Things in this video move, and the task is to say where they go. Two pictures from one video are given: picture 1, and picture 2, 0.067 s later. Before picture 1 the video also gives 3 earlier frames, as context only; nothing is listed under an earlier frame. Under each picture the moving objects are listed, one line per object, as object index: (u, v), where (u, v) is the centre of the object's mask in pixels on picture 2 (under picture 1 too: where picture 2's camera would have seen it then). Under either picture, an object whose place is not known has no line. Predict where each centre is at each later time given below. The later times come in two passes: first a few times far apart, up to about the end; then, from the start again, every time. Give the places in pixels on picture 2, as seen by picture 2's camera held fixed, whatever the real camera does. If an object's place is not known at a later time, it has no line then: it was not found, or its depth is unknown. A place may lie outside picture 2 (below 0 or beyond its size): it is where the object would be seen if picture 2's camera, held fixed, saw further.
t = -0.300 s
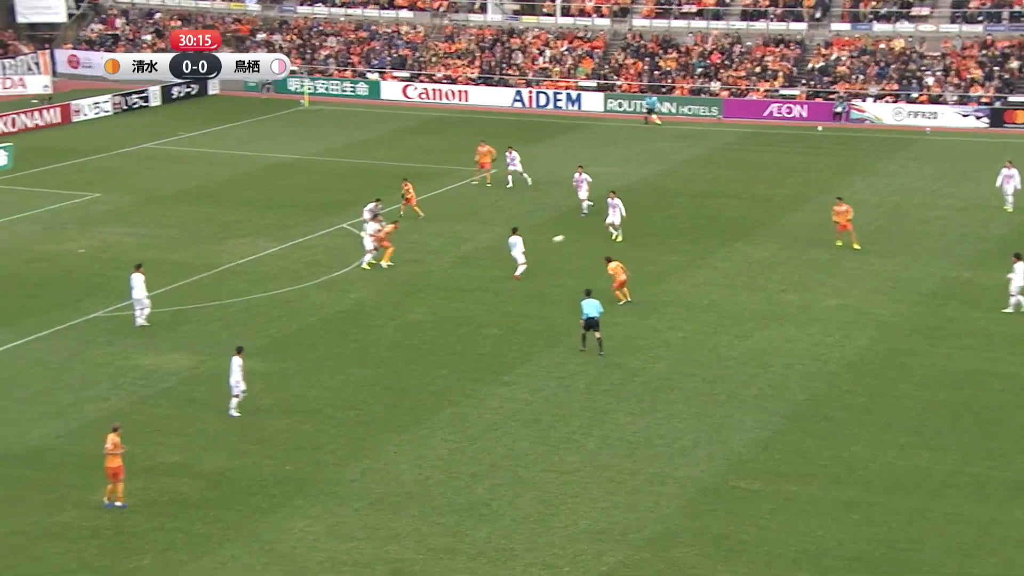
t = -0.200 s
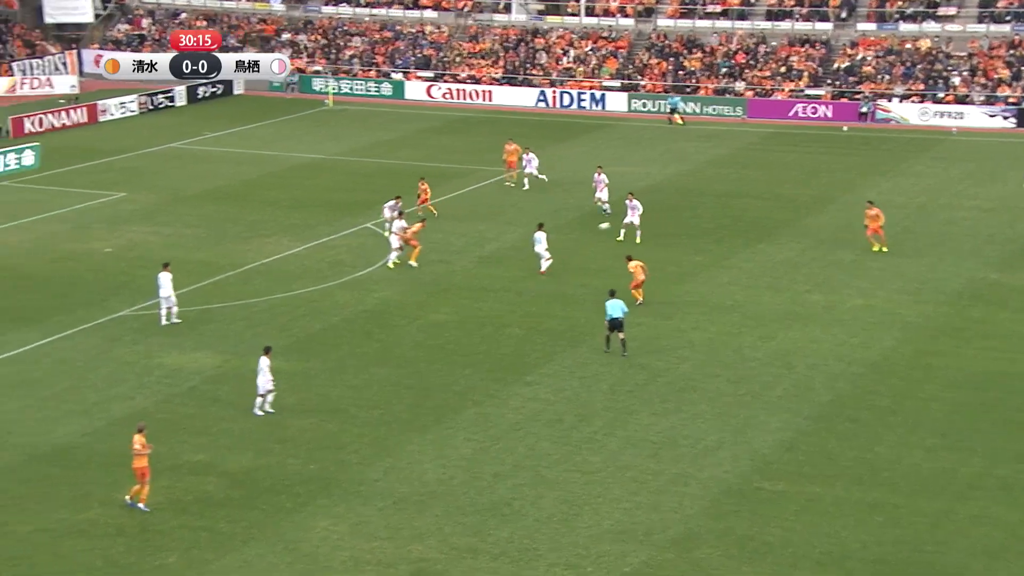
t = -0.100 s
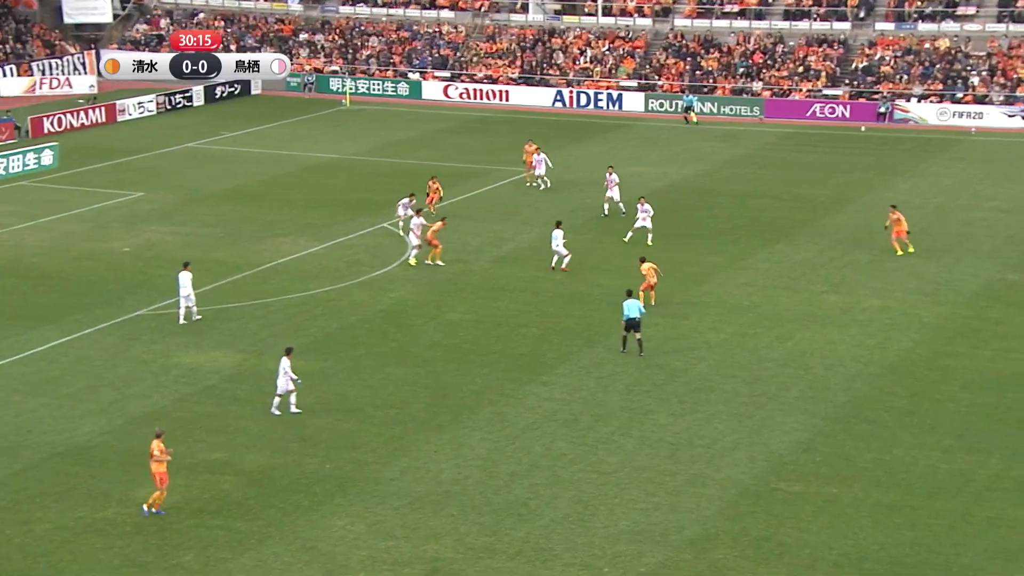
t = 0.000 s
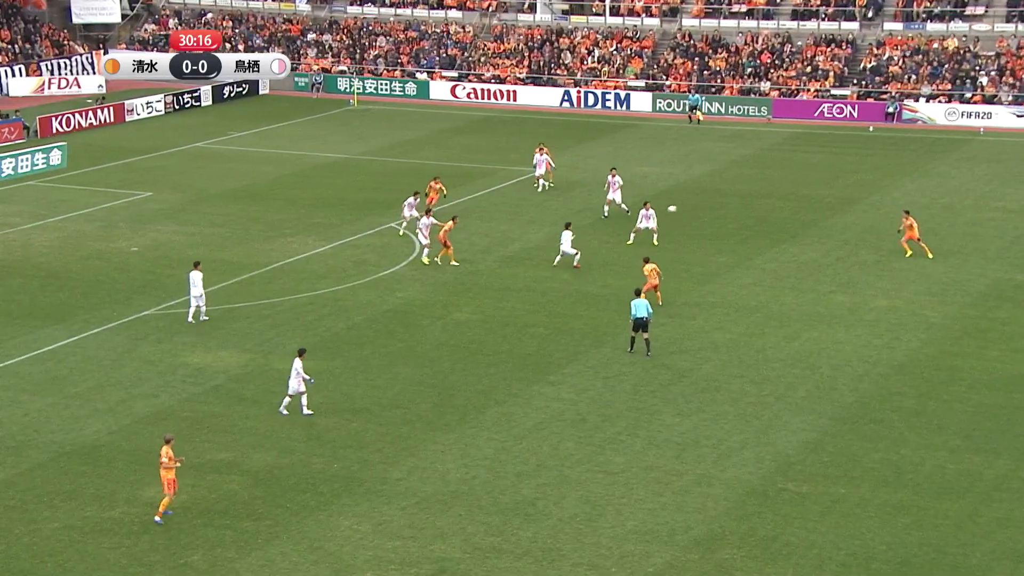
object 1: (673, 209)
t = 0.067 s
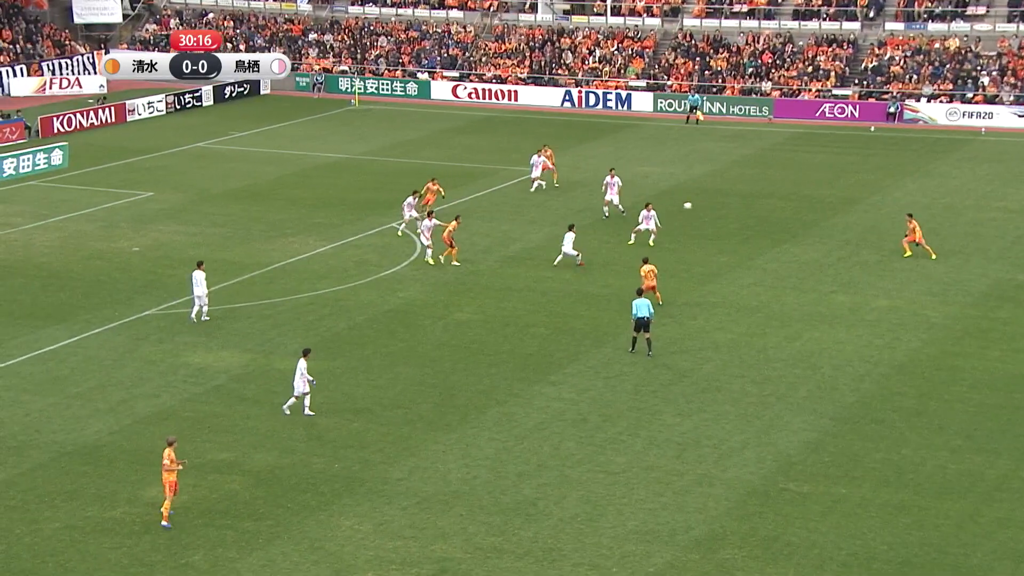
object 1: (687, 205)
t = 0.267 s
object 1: (729, 203)
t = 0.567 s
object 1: (789, 221)
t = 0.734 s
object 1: (821, 240)
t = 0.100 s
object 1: (694, 204)
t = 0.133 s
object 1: (701, 203)
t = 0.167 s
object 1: (708, 203)
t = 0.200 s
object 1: (715, 203)
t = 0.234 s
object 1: (722, 203)
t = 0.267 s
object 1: (729, 203)
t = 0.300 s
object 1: (736, 204)
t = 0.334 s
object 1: (742, 205)
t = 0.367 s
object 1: (750, 206)
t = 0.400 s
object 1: (756, 208)
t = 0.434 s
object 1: (762, 210)
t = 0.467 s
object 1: (769, 212)
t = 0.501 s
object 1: (776, 215)
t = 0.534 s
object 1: (782, 218)
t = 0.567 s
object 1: (789, 221)
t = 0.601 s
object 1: (795, 224)
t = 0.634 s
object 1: (802, 227)
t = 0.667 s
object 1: (809, 232)
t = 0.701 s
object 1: (815, 236)
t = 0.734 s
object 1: (821, 240)
